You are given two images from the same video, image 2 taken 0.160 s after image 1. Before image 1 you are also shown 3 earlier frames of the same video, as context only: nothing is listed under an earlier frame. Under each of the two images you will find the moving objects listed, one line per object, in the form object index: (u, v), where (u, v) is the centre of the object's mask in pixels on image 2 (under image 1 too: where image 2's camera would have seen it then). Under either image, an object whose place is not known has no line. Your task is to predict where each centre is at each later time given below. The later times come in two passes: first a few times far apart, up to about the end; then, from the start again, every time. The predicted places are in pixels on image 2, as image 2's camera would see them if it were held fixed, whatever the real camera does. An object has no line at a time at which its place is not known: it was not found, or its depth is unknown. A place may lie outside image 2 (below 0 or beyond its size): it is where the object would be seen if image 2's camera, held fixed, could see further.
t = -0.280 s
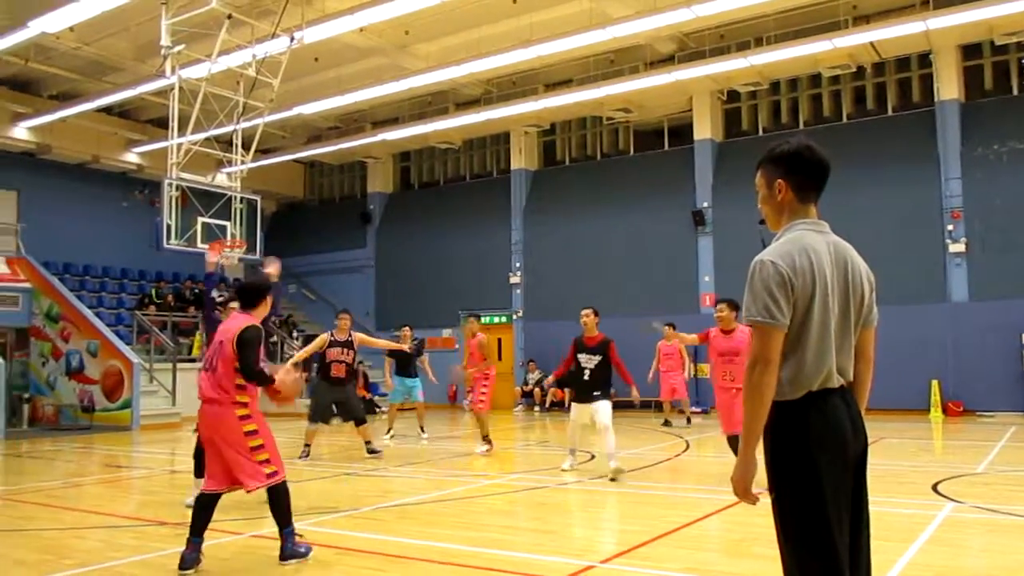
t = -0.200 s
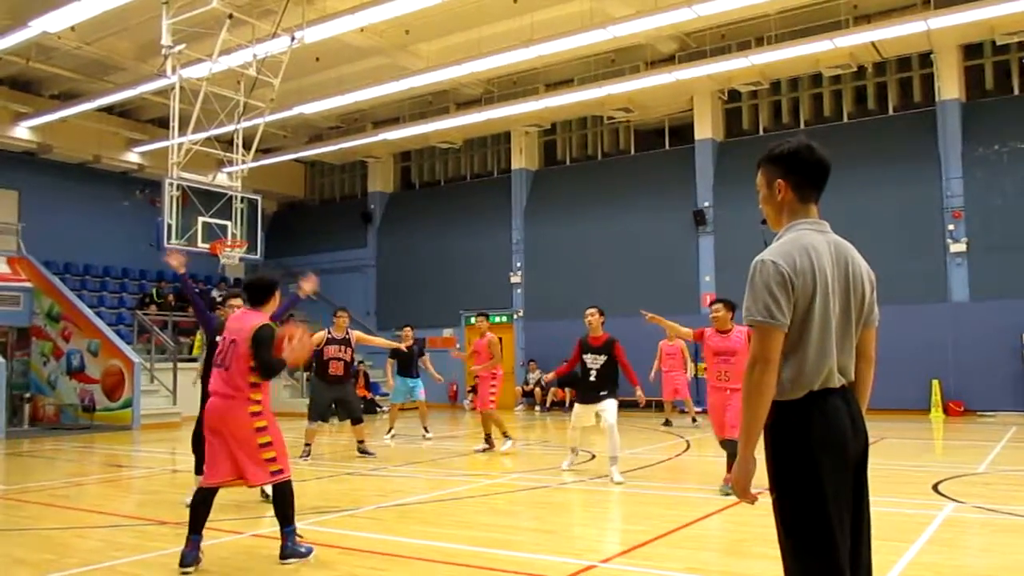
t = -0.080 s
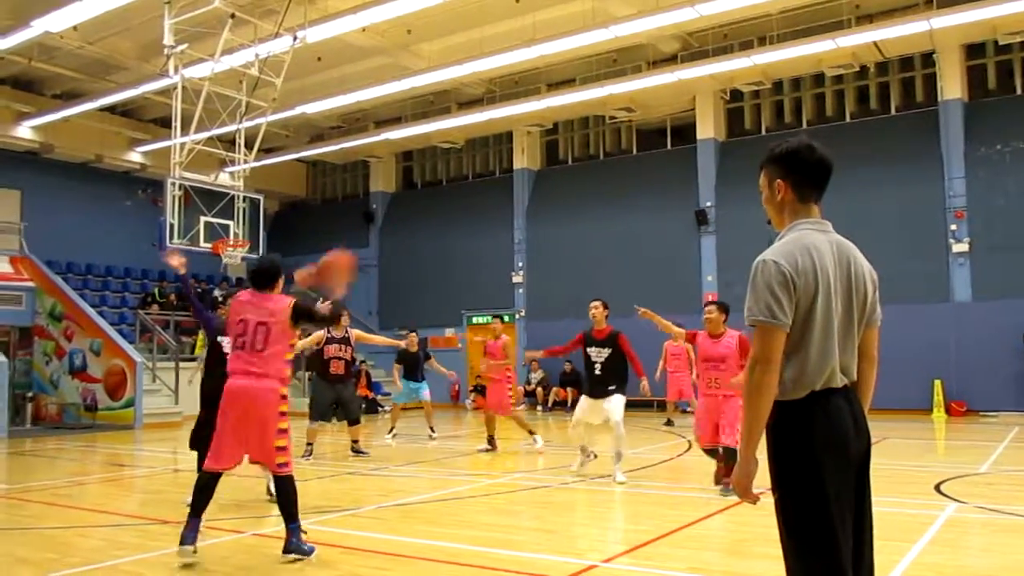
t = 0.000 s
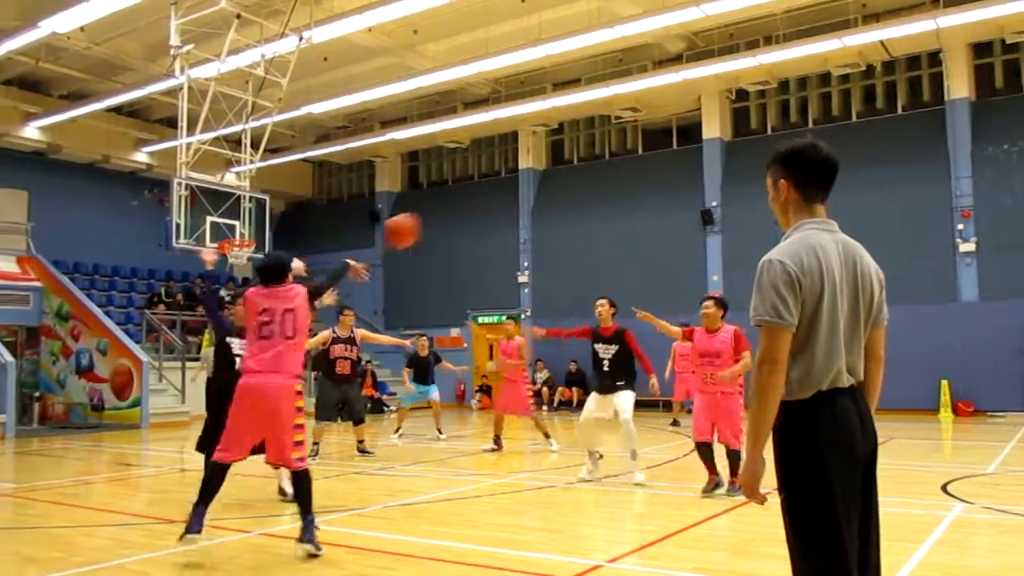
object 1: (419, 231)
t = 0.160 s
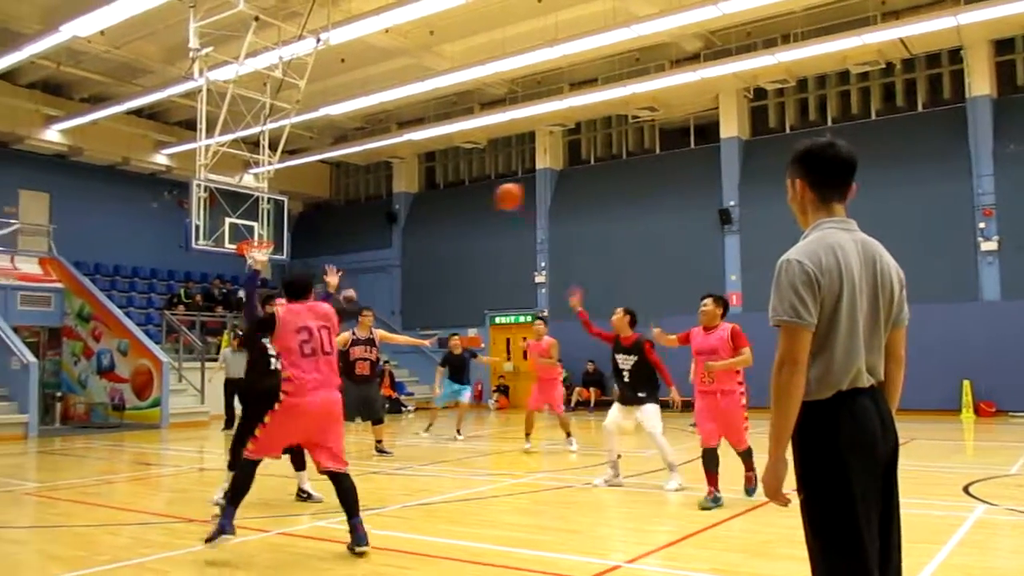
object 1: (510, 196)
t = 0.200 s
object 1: (527, 193)
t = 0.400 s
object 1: (597, 199)
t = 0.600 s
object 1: (648, 228)
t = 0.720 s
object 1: (671, 255)
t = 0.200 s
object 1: (527, 193)
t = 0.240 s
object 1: (543, 191)
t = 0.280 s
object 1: (559, 192)
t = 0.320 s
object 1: (572, 193)
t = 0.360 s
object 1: (585, 195)
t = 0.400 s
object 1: (597, 199)
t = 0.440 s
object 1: (609, 203)
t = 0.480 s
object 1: (620, 209)
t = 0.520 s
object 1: (629, 215)
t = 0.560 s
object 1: (639, 221)
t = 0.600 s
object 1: (648, 228)
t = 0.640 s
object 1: (656, 237)
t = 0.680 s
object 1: (664, 246)
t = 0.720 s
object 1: (671, 255)
